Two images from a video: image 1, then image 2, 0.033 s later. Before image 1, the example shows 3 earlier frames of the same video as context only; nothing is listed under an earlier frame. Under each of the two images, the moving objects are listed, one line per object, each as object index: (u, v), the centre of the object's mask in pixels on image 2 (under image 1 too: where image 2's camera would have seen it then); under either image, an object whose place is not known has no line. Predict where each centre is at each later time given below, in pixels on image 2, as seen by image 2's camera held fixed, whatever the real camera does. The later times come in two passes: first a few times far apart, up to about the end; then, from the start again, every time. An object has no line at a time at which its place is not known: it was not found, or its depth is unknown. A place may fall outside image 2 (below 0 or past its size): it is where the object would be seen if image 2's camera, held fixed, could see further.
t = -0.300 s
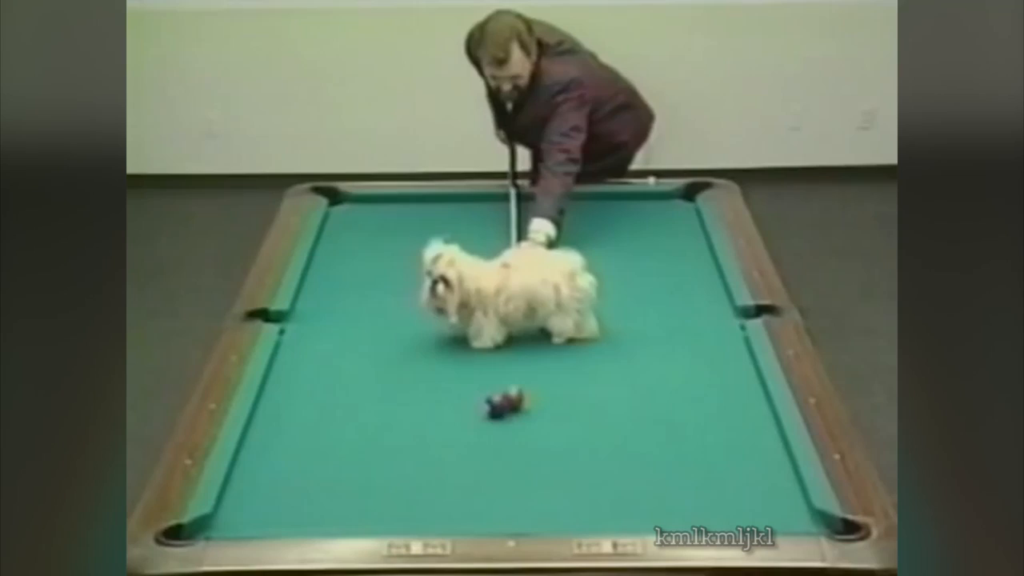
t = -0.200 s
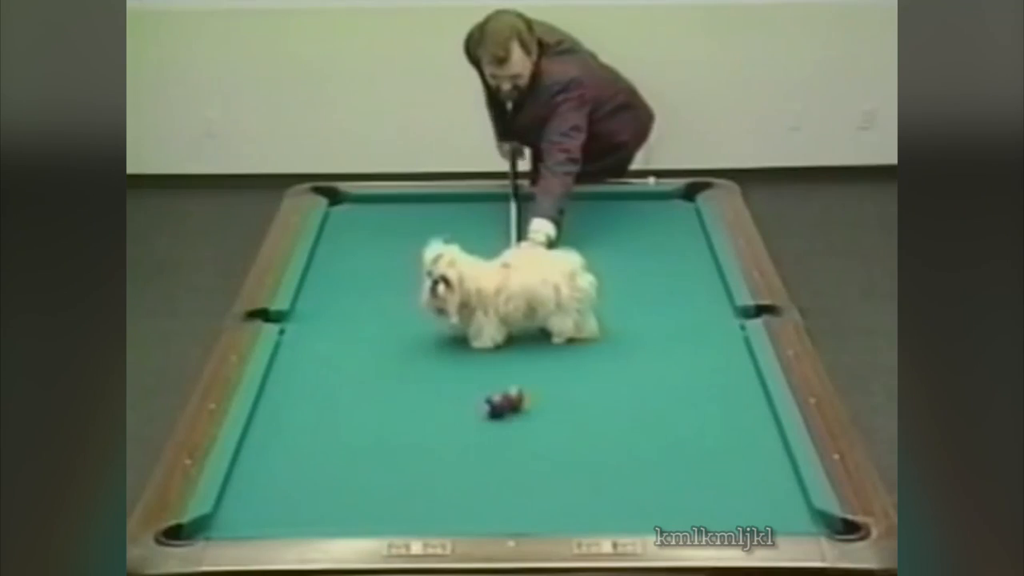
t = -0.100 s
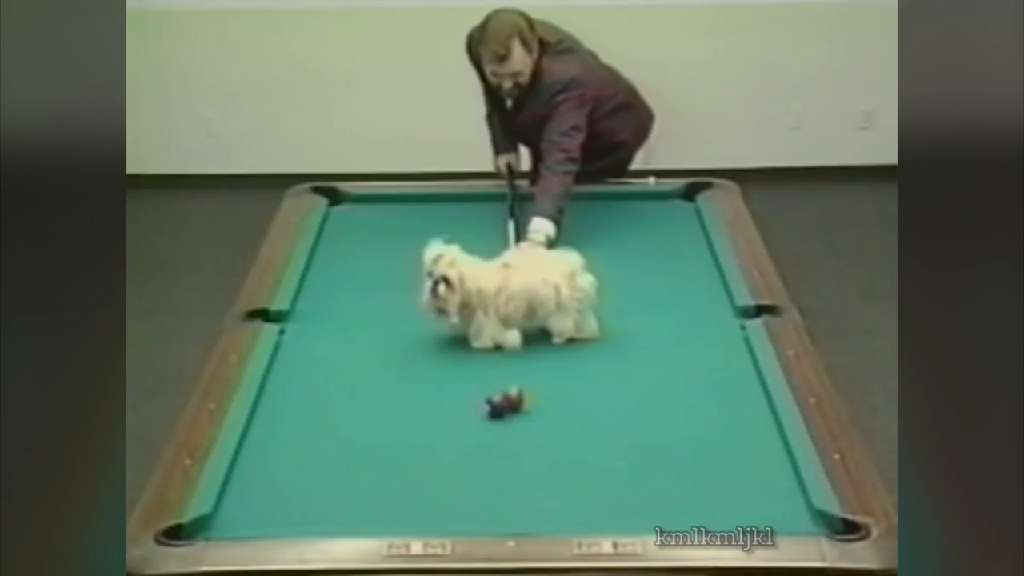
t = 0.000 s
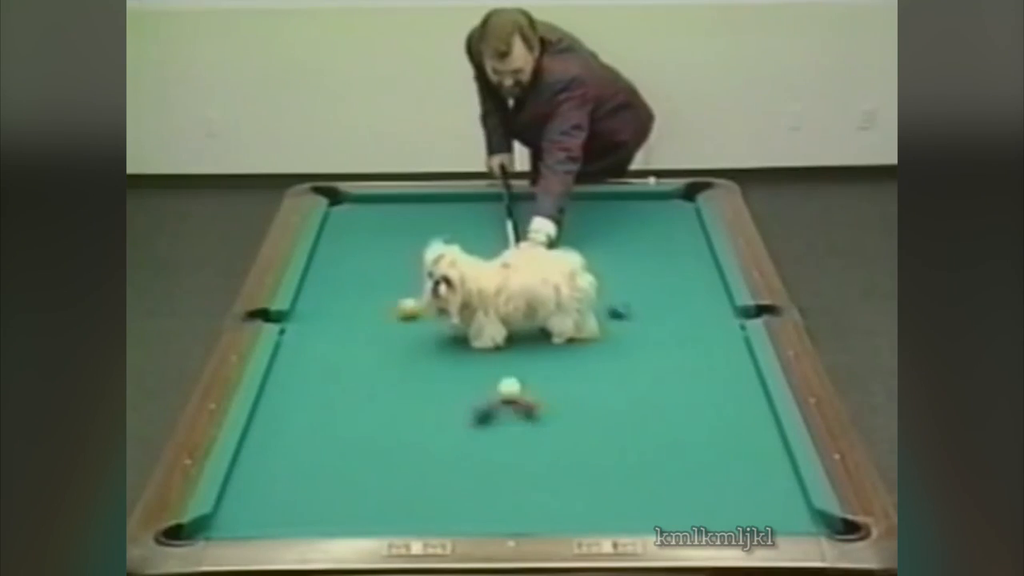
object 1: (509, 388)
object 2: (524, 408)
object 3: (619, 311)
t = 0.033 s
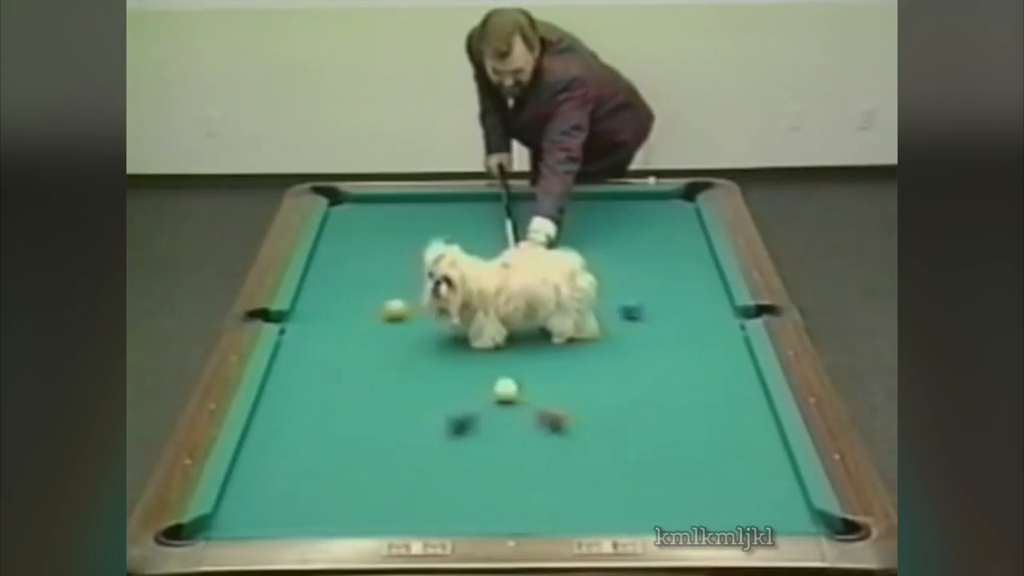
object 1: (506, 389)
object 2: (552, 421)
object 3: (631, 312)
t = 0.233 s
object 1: (489, 394)
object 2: (721, 497)
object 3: (710, 320)
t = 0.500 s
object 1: (469, 399)
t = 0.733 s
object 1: (453, 403)
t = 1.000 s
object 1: (435, 408)
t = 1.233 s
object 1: (421, 412)
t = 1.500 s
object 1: (406, 417)
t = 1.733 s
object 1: (395, 420)
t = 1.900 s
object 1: (388, 422)
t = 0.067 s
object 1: (503, 390)
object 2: (579, 433)
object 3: (645, 311)
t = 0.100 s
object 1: (500, 391)
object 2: (606, 446)
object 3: (657, 312)
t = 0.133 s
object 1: (497, 392)
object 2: (635, 459)
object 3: (671, 314)
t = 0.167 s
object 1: (494, 392)
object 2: (664, 473)
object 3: (684, 316)
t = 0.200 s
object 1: (492, 393)
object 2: (692, 484)
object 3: (697, 318)
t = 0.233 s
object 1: (489, 394)
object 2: (721, 497)
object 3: (710, 320)
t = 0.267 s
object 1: (487, 394)
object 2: (750, 511)
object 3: (724, 321)
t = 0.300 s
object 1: (484, 395)
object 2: (781, 520)
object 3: (735, 320)
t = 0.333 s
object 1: (481, 396)
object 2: (815, 529)
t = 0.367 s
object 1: (479, 397)
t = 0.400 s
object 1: (476, 397)
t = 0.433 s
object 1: (473, 398)
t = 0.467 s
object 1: (471, 399)
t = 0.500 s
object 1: (469, 399)
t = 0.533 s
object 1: (466, 400)
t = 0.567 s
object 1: (464, 400)
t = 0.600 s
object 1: (461, 401)
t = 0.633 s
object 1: (459, 401)
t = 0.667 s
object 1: (457, 402)
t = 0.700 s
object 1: (455, 403)
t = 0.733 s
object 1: (453, 403)
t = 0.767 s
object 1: (450, 404)
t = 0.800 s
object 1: (448, 405)
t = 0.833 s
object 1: (446, 405)
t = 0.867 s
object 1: (444, 406)
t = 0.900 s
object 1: (442, 406)
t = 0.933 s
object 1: (439, 407)
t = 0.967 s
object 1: (437, 407)
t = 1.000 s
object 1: (435, 408)
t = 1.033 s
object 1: (433, 409)
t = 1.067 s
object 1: (431, 409)
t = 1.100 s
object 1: (429, 410)
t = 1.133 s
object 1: (427, 411)
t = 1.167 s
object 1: (425, 411)
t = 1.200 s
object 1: (423, 412)
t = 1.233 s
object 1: (421, 412)
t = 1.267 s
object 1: (419, 413)
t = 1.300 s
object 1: (417, 414)
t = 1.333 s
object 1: (415, 414)
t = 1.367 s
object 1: (414, 415)
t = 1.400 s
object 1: (412, 415)
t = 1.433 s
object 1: (410, 416)
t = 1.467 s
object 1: (408, 416)
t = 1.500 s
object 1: (406, 417)
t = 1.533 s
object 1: (405, 417)
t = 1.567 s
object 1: (403, 417)
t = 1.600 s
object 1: (401, 418)
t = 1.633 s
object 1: (400, 418)
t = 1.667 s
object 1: (398, 419)
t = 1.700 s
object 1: (397, 419)
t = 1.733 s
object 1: (395, 420)
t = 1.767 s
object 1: (393, 420)
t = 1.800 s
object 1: (392, 420)
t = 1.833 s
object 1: (390, 421)
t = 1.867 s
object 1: (389, 421)
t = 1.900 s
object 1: (388, 422)
